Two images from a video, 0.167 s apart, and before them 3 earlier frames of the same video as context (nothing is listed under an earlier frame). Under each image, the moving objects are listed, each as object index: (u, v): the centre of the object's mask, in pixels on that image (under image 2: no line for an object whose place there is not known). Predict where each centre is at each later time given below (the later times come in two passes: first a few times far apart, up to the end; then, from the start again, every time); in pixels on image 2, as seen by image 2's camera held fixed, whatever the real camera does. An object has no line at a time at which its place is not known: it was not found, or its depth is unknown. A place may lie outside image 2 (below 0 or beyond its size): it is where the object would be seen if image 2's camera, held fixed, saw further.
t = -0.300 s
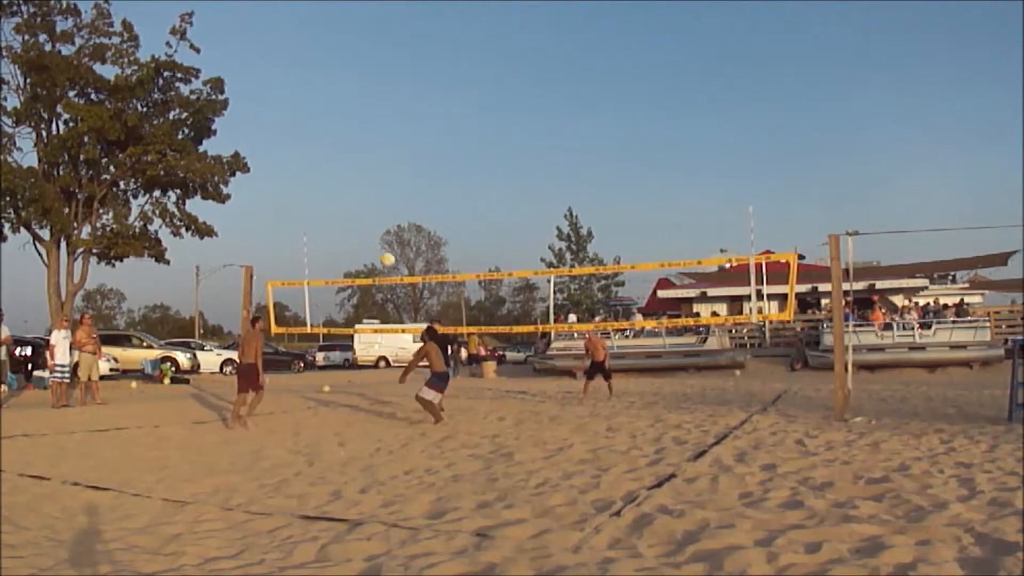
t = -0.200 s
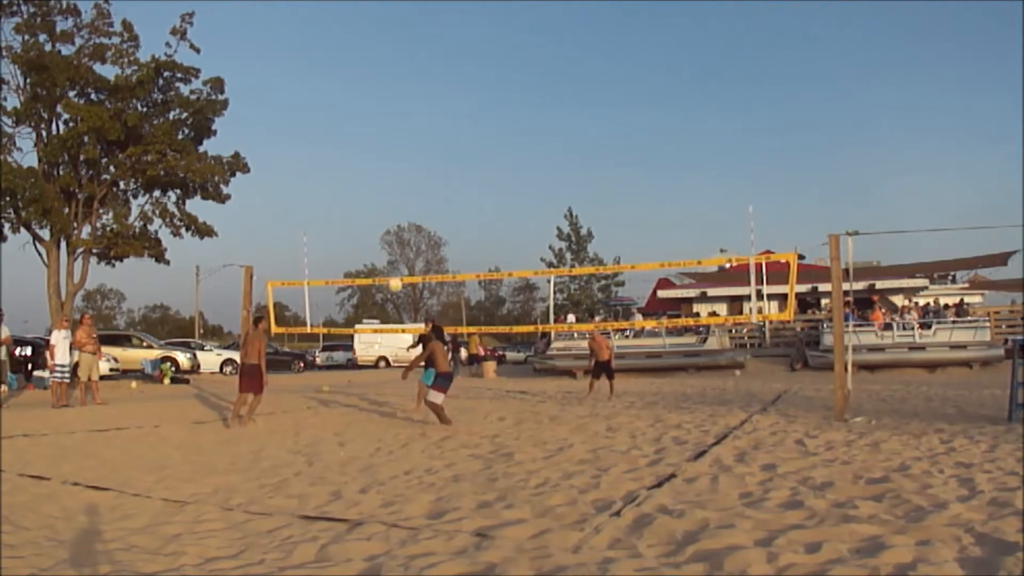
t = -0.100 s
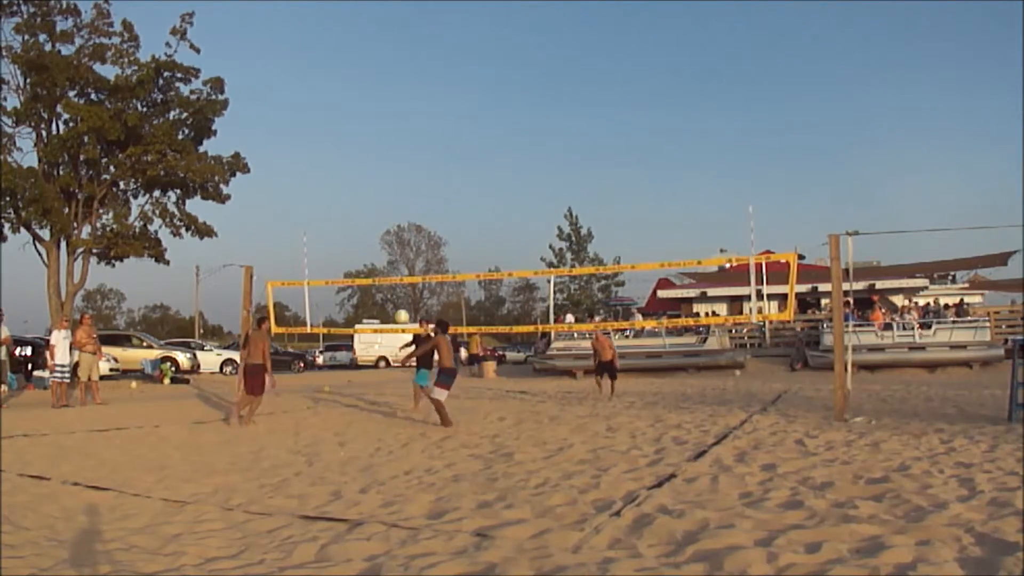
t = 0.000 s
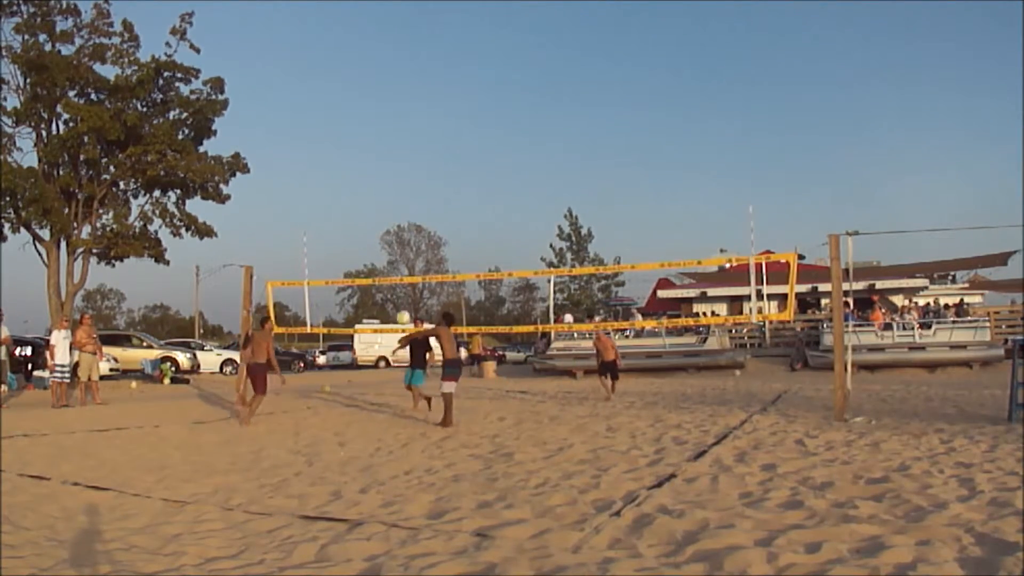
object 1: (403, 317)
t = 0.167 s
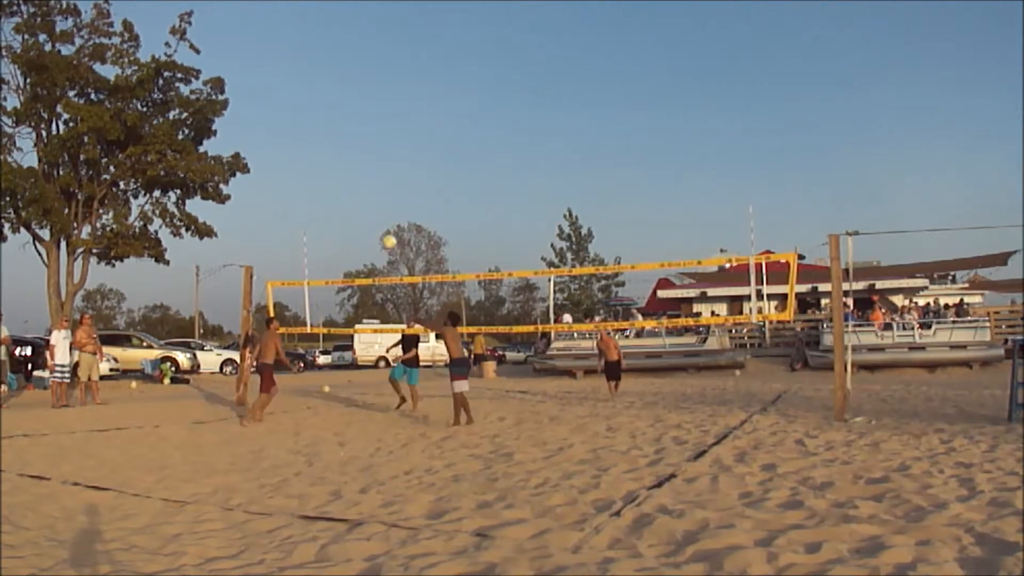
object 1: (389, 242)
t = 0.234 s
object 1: (383, 218)
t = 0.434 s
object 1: (366, 167)
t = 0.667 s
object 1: (348, 142)
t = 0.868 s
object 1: (333, 145)
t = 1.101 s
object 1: (313, 177)
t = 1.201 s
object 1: (306, 199)
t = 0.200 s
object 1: (387, 229)
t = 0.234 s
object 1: (383, 218)
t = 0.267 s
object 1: (380, 208)
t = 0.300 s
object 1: (377, 198)
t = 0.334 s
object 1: (375, 189)
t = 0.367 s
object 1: (372, 180)
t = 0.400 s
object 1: (369, 173)
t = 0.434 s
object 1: (366, 167)
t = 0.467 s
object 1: (364, 161)
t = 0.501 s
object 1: (362, 157)
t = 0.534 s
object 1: (359, 152)
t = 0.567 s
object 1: (356, 149)
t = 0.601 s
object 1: (353, 146)
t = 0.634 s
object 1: (351, 143)
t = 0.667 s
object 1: (348, 142)
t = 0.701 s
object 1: (346, 141)
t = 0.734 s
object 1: (343, 141)
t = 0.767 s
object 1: (341, 141)
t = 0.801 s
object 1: (338, 142)
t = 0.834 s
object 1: (335, 143)
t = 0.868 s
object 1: (333, 145)
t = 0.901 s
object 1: (330, 148)
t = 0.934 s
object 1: (327, 152)
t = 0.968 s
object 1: (324, 156)
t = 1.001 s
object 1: (321, 160)
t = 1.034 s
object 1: (319, 165)
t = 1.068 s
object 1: (316, 171)
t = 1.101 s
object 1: (313, 177)
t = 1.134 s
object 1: (311, 184)
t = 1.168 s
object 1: (309, 192)
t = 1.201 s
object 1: (306, 199)
